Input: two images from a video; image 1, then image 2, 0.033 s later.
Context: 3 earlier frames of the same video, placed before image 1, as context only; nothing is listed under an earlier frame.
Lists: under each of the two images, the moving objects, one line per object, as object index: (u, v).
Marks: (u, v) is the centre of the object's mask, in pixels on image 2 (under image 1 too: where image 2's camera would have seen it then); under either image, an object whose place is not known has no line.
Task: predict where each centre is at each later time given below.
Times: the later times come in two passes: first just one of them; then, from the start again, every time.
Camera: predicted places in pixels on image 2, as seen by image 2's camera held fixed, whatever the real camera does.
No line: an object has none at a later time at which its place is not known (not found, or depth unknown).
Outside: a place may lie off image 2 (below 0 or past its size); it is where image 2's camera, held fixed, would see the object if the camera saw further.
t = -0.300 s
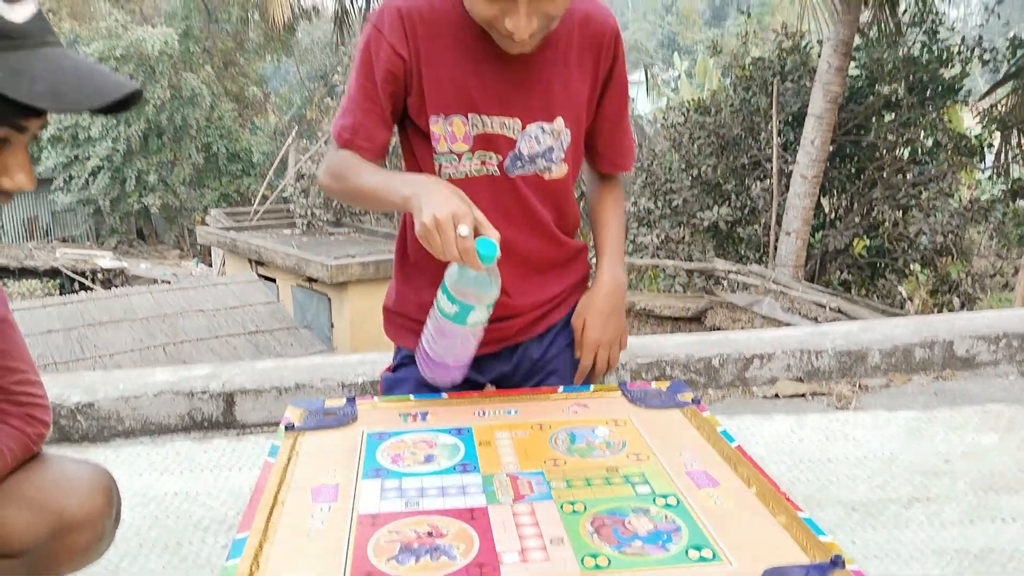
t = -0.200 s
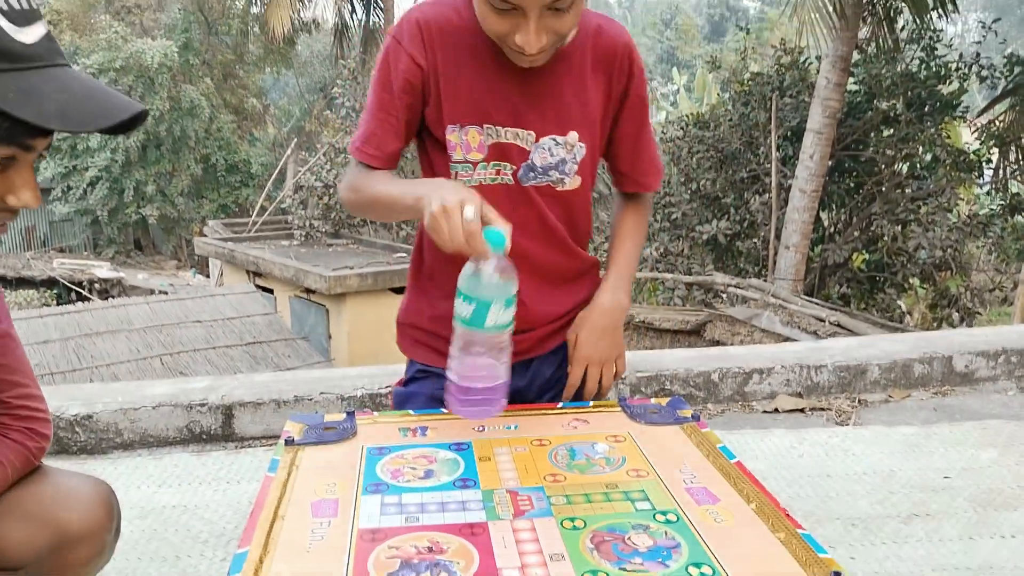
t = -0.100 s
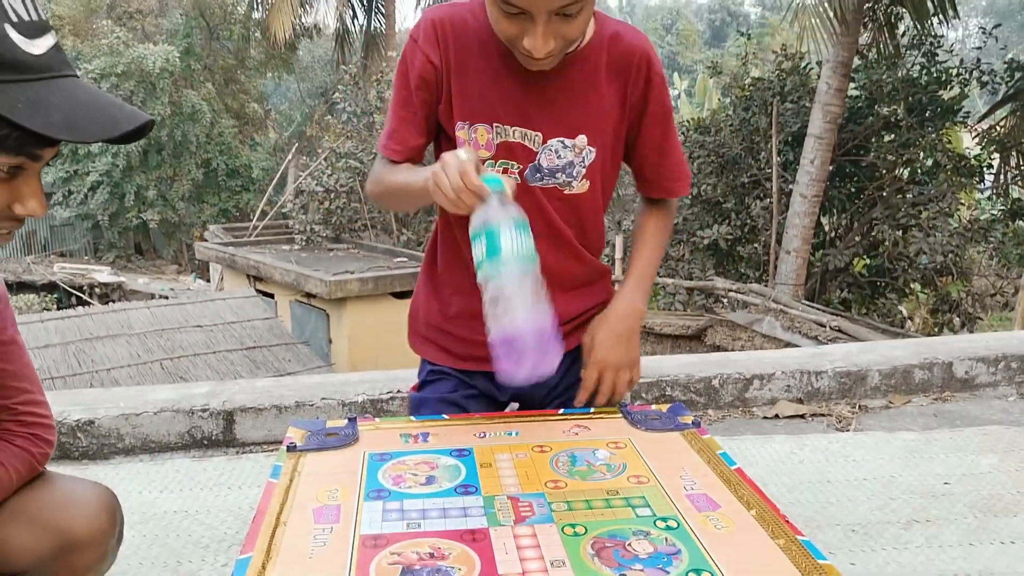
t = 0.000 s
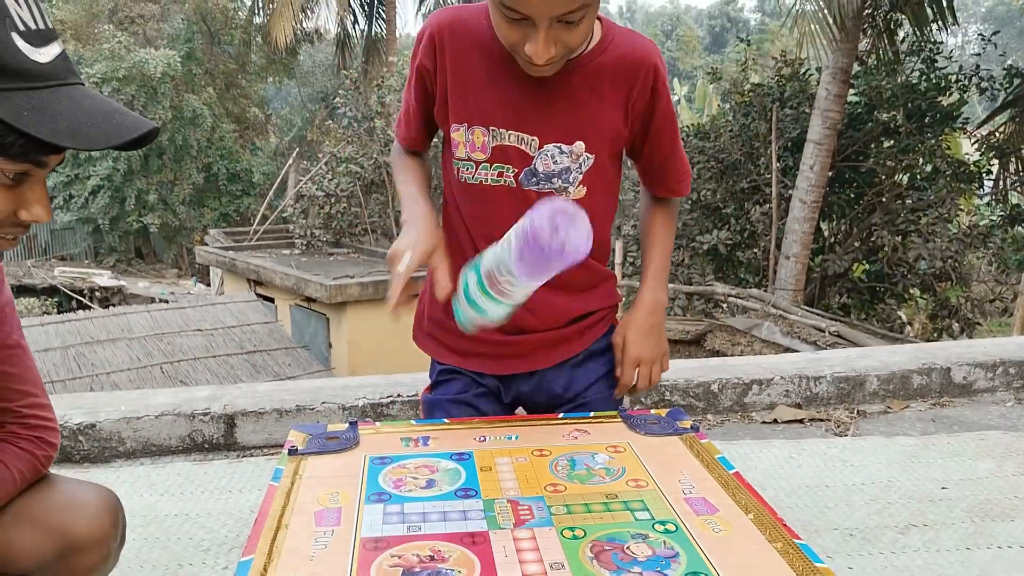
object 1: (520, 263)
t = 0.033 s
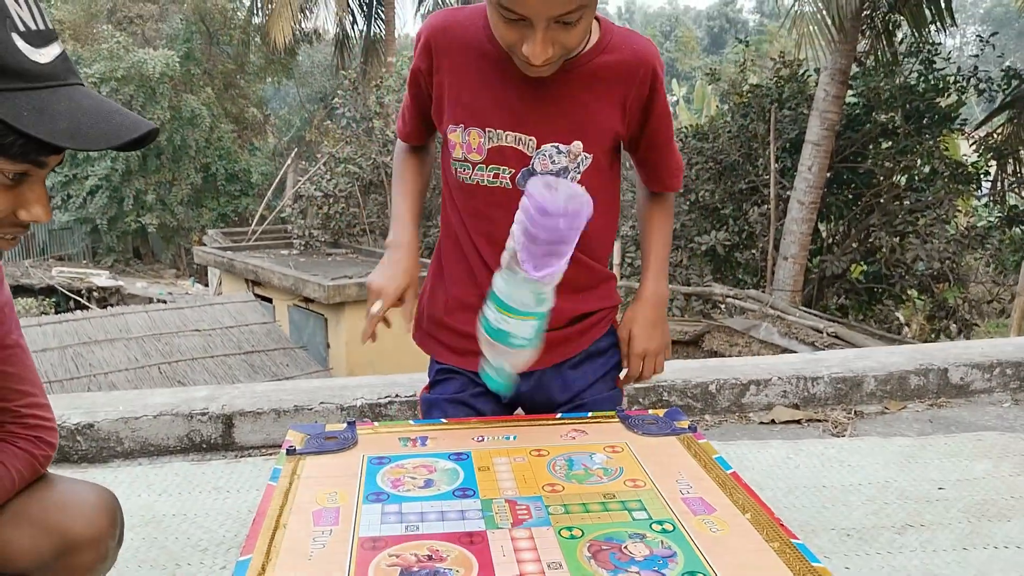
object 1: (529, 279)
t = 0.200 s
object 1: (594, 336)
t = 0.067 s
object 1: (549, 291)
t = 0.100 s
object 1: (570, 295)
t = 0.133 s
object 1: (588, 298)
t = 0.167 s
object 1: (595, 307)
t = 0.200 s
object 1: (594, 336)
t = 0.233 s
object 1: (596, 383)
